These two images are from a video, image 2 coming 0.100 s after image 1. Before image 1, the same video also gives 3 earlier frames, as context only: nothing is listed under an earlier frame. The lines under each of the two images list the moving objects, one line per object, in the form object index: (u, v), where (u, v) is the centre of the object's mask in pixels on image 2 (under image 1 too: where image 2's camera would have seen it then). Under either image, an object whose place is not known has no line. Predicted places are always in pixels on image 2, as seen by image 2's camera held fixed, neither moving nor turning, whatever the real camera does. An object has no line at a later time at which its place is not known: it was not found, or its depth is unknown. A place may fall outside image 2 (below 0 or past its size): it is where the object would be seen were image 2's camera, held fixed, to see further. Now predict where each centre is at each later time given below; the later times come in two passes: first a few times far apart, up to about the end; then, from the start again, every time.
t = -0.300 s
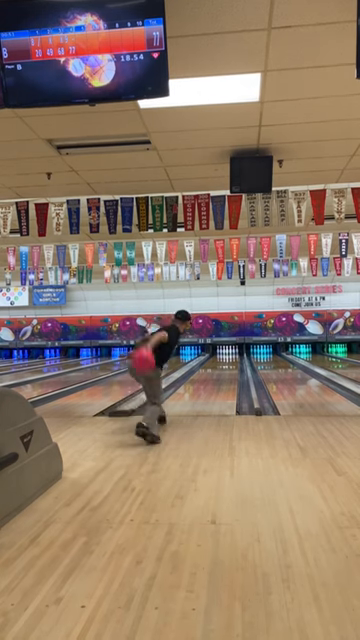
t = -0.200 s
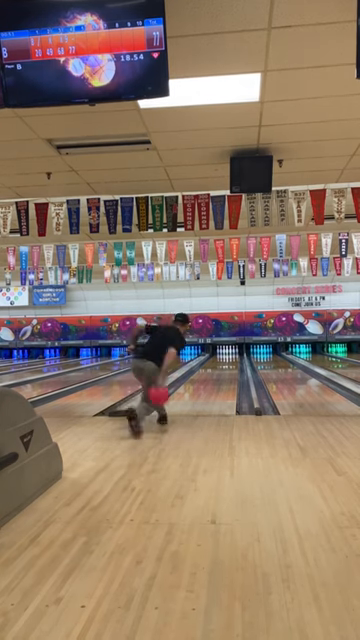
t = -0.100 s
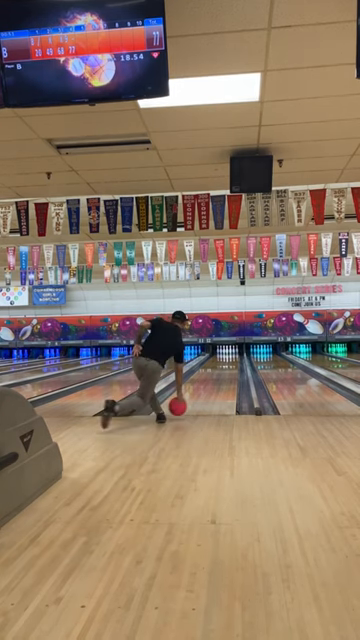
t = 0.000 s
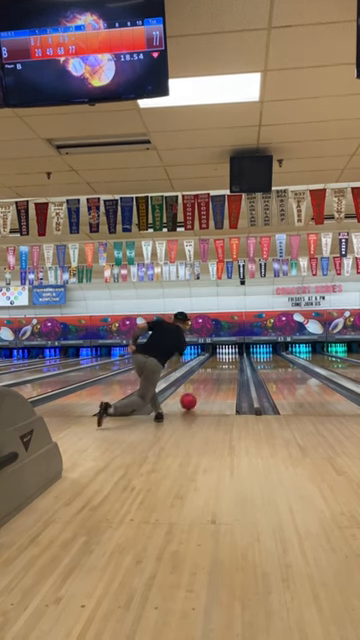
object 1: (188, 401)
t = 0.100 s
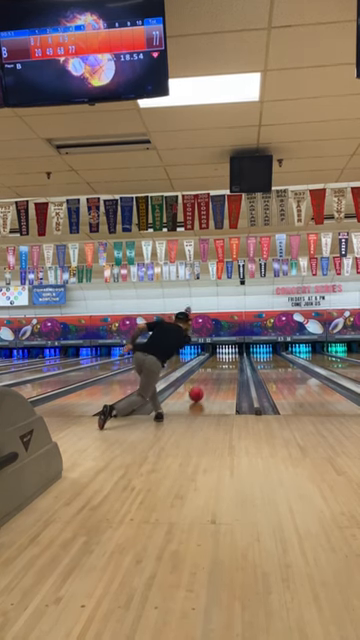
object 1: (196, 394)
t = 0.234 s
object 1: (204, 386)
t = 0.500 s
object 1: (214, 376)
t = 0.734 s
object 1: (220, 370)
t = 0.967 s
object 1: (226, 365)
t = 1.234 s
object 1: (230, 359)
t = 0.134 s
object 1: (198, 392)
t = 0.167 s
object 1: (200, 390)
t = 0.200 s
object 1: (202, 388)
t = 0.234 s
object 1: (204, 386)
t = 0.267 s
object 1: (205, 385)
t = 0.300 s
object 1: (207, 384)
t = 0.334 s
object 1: (208, 382)
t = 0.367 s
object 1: (210, 381)
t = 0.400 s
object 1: (211, 379)
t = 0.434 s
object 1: (212, 379)
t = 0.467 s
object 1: (214, 377)
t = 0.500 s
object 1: (214, 376)
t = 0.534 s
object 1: (216, 374)
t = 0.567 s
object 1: (217, 373)
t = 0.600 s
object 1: (218, 372)
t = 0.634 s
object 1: (219, 372)
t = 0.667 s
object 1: (219, 371)
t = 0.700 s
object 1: (220, 370)
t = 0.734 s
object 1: (220, 370)
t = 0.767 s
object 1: (222, 368)
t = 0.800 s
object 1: (222, 368)
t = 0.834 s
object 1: (224, 367)
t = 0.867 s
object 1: (224, 367)
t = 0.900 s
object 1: (225, 365)
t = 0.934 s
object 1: (225, 365)
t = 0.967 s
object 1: (226, 365)
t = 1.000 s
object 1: (227, 364)
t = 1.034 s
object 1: (227, 364)
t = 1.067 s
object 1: (227, 363)
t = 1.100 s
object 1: (228, 363)
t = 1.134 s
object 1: (228, 362)
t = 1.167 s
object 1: (228, 363)
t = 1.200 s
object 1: (229, 360)
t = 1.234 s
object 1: (230, 359)
